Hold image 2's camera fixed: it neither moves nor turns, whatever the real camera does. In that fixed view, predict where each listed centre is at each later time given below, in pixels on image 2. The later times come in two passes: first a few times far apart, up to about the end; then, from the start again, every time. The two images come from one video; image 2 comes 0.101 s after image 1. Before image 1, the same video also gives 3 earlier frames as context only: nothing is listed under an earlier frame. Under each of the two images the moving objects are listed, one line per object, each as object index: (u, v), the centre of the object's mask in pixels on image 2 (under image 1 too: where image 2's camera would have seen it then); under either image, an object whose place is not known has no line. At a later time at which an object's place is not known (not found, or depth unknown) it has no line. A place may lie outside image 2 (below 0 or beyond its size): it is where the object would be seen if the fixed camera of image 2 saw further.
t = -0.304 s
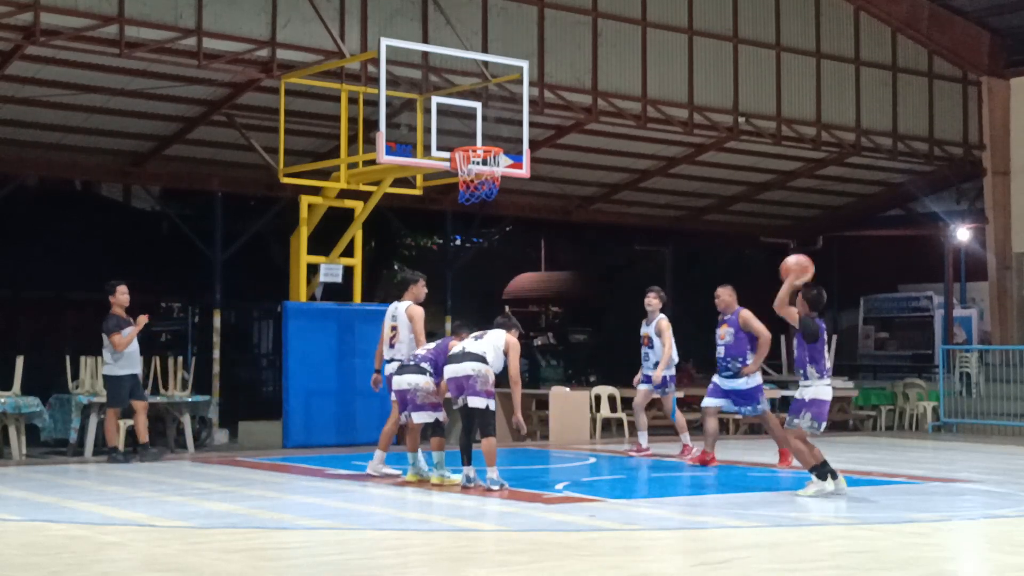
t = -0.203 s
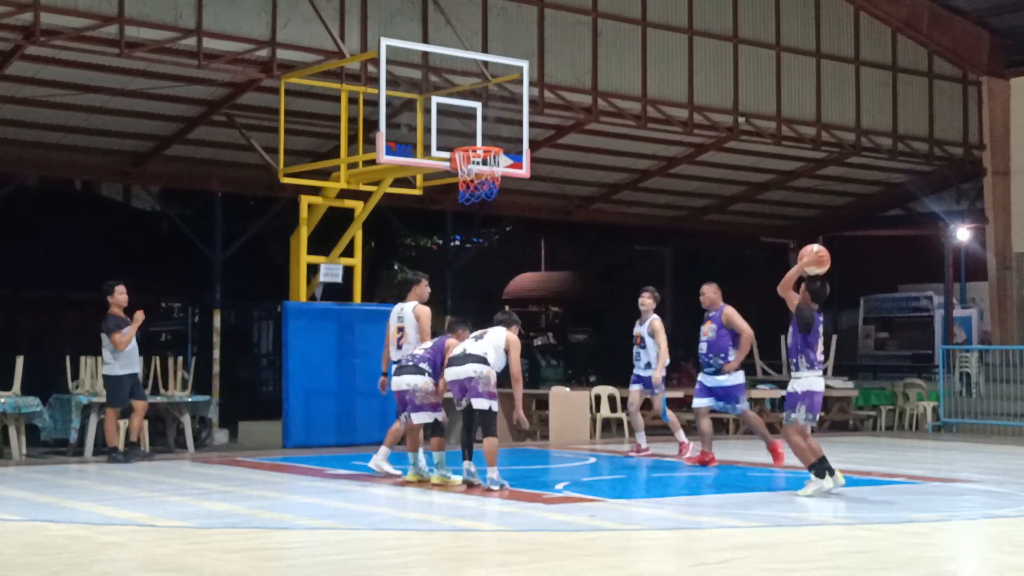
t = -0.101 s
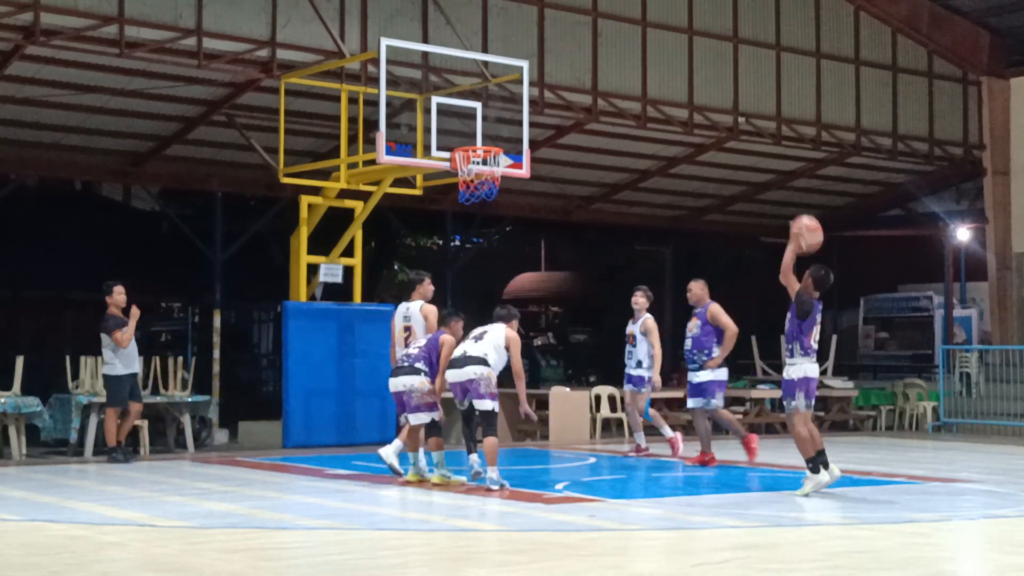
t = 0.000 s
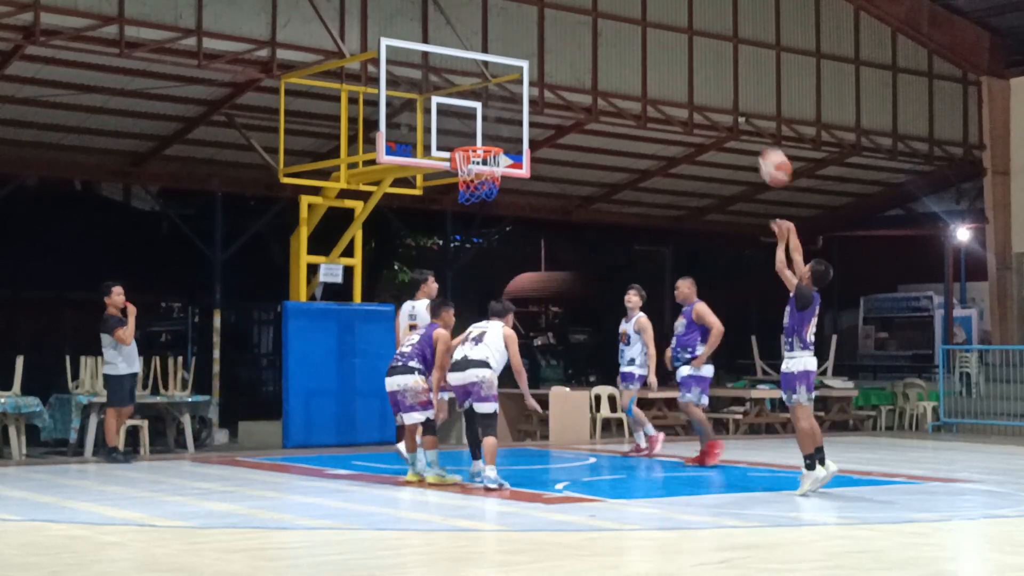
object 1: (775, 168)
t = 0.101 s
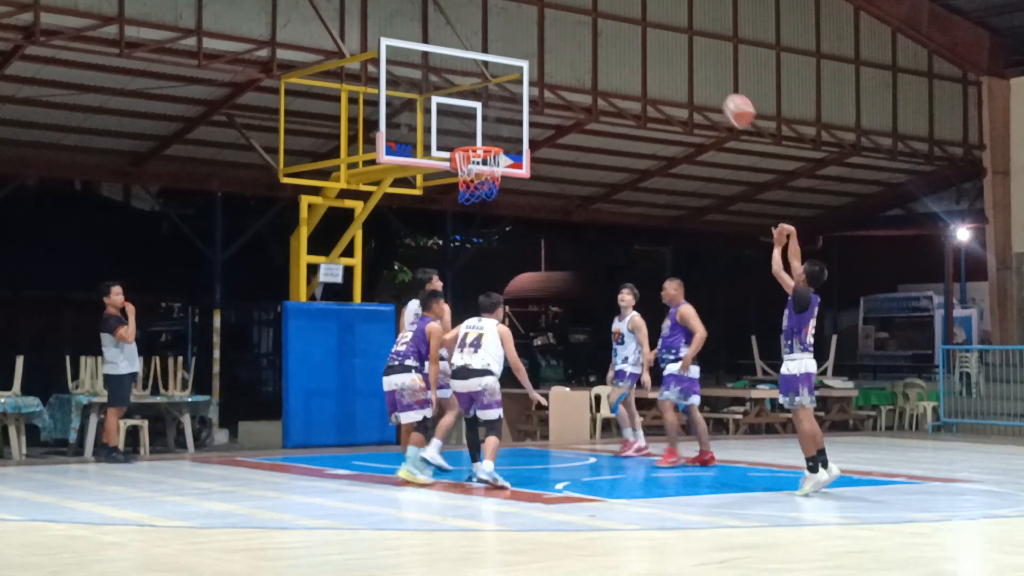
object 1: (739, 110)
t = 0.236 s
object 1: (694, 59)
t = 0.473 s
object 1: (624, 23)
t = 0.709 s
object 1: (563, 47)
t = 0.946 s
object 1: (508, 125)
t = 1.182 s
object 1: (475, 137)
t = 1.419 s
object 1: (489, 134)
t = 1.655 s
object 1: (472, 156)
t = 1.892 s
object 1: (455, 197)
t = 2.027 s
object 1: (451, 236)
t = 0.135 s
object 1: (727, 96)
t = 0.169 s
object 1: (716, 81)
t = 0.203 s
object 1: (705, 69)
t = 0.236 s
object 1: (694, 59)
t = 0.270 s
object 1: (684, 49)
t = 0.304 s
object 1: (673, 42)
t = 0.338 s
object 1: (664, 35)
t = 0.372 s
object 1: (653, 30)
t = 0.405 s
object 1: (643, 26)
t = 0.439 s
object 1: (634, 23)
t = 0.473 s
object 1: (624, 23)
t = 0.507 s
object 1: (615, 23)
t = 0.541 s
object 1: (605, 24)
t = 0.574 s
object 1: (597, 26)
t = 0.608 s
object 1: (588, 30)
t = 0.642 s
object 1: (580, 34)
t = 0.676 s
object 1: (571, 40)
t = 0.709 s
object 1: (563, 47)
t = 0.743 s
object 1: (554, 55)
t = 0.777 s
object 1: (546, 64)
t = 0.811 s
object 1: (539, 75)
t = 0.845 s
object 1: (531, 86)
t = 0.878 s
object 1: (523, 98)
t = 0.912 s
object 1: (514, 112)
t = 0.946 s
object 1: (508, 125)
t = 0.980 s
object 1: (501, 138)
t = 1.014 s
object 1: (497, 137)
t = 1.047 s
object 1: (492, 138)
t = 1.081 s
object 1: (487, 137)
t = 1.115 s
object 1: (483, 138)
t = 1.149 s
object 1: (479, 138)
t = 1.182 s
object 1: (475, 137)
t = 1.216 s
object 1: (474, 135)
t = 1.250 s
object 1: (476, 133)
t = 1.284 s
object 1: (480, 131)
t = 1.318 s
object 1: (481, 131)
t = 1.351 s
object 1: (484, 130)
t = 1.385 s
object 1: (486, 132)
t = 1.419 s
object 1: (489, 134)
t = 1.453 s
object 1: (491, 137)
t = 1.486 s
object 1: (493, 140)
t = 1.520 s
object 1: (489, 139)
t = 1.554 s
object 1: (484, 140)
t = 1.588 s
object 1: (480, 142)
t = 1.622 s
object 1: (474, 143)
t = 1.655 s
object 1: (472, 156)
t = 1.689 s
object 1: (466, 163)
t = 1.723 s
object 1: (461, 166)
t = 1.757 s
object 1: (460, 173)
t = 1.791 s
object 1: (457, 178)
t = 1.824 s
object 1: (456, 183)
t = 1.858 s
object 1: (455, 190)
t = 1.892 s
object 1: (455, 197)
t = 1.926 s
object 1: (454, 205)
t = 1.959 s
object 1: (453, 215)
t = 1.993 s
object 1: (452, 225)
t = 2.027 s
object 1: (451, 236)
